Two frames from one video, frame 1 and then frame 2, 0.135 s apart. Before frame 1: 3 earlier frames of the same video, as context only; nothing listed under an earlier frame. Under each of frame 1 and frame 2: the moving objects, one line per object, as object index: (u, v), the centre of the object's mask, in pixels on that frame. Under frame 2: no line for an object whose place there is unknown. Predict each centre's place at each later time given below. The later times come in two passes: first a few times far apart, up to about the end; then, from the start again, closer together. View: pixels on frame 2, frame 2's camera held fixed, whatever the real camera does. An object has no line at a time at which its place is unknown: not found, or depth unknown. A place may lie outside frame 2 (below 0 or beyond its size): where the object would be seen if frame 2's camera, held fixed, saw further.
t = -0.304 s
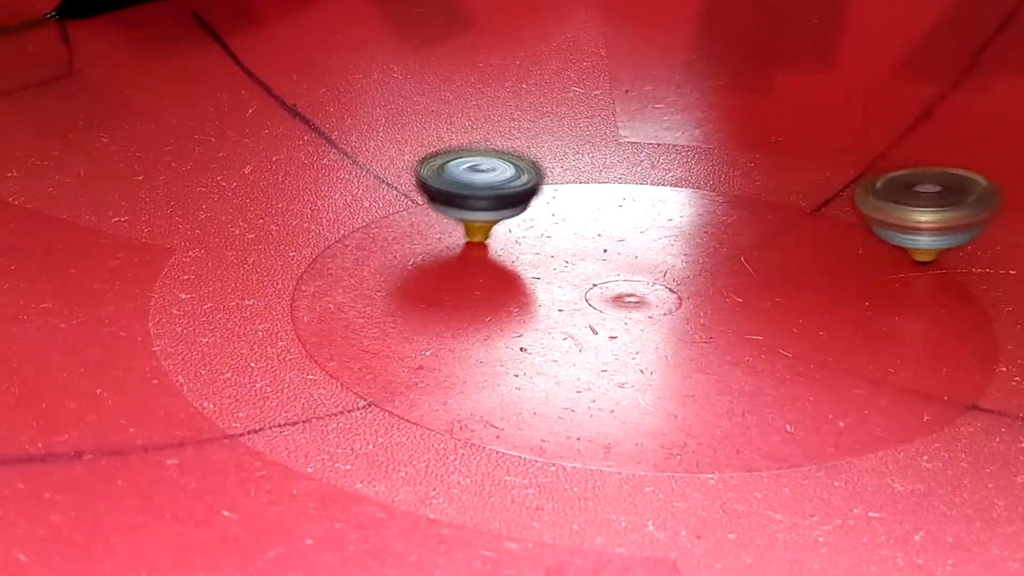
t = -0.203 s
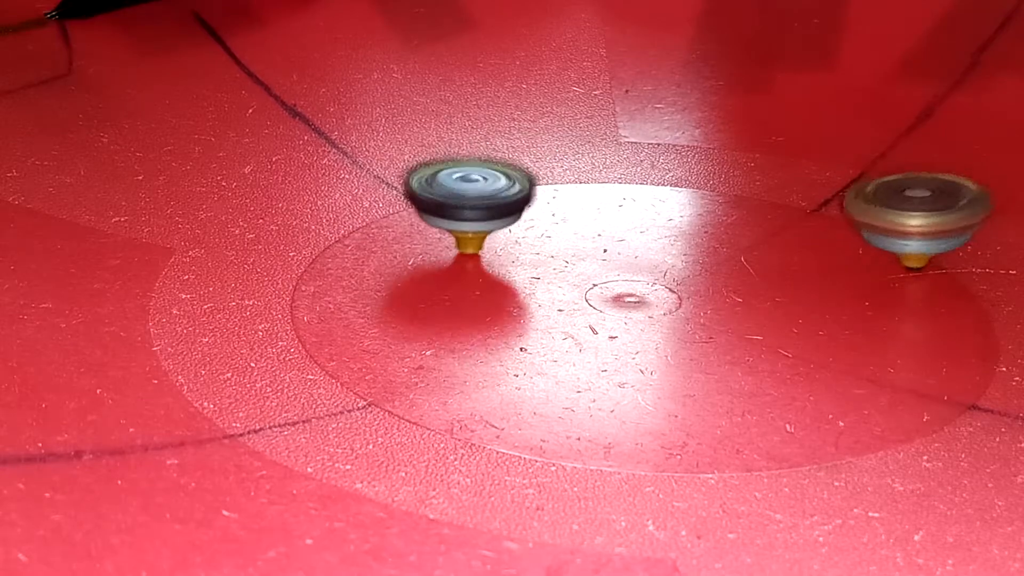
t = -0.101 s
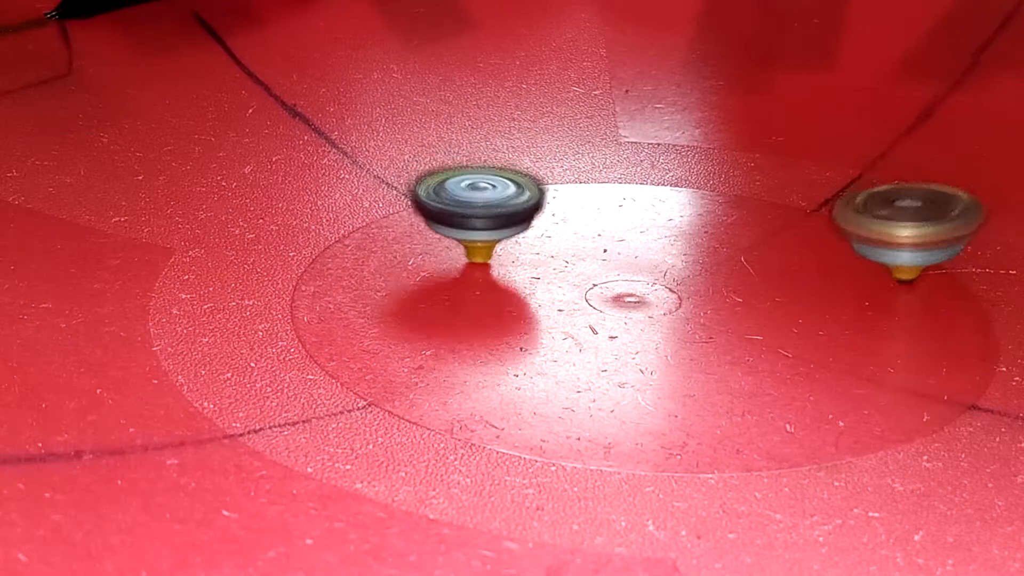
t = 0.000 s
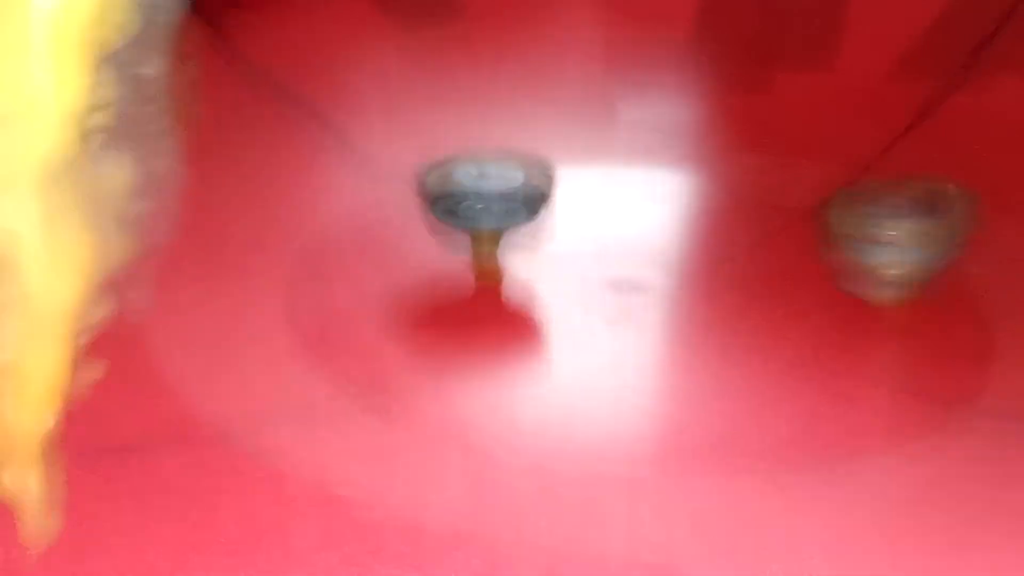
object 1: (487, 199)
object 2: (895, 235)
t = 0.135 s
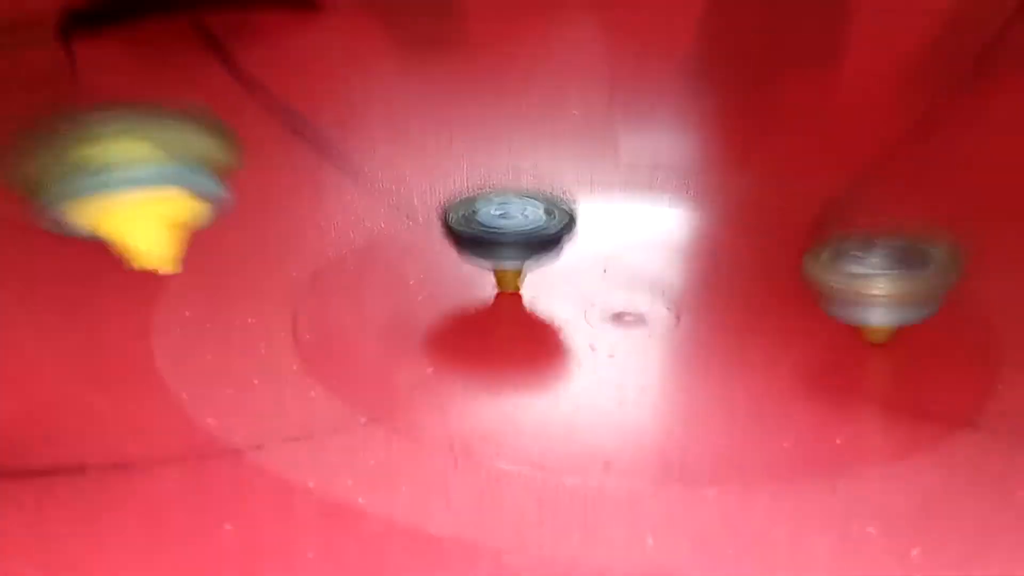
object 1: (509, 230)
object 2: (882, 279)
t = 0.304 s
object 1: (529, 231)
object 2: (862, 303)
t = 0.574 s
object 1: (556, 243)
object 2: (802, 351)
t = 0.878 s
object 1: (574, 257)
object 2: (731, 374)
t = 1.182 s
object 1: (570, 263)
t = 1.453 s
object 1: (553, 274)
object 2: (542, 505)
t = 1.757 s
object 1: (541, 284)
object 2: (734, 252)
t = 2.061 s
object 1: (547, 286)
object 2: (487, 107)
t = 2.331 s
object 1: (570, 275)
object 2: (341, 53)
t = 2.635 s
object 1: (646, 274)
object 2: (338, 99)
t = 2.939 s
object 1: (767, 296)
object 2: (453, 94)
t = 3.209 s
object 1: (850, 306)
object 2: (595, 143)
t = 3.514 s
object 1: (883, 300)
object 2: (814, 188)
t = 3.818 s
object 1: (805, 325)
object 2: (948, 223)
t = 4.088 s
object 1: (665, 357)
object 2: (958, 229)
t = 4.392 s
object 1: (538, 334)
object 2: (873, 267)
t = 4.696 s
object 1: (450, 278)
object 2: (720, 288)
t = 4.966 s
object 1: (391, 227)
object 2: (579, 283)
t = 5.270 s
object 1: (209, 184)
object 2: (561, 290)
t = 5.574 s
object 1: (287, 190)
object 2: (524, 270)
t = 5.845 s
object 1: (461, 184)
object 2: (522, 262)
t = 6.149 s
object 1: (417, 99)
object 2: (598, 336)
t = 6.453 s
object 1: (504, 138)
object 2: (620, 365)
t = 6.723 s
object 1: (660, 186)
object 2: (599, 354)
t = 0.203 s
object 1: (514, 223)
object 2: (876, 281)
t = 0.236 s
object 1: (520, 227)
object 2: (872, 290)
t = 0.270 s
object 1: (525, 228)
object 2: (868, 295)
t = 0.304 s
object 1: (529, 231)
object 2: (862, 303)
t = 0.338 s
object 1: (532, 232)
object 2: (856, 309)
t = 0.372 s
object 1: (535, 232)
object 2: (849, 314)
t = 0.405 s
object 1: (539, 236)
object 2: (841, 322)
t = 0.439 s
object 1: (543, 237)
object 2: (833, 328)
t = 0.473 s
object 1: (546, 238)
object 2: (826, 334)
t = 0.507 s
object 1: (548, 239)
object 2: (817, 340)
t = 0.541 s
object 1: (552, 241)
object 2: (810, 346)
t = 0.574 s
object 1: (556, 243)
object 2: (802, 351)
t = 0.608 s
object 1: (559, 245)
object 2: (795, 356)
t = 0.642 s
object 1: (561, 248)
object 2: (786, 360)
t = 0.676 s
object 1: (564, 249)
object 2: (778, 363)
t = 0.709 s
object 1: (567, 250)
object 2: (770, 366)
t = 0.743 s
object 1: (568, 252)
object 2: (764, 369)
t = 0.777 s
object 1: (571, 253)
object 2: (756, 371)
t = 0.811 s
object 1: (572, 254)
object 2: (749, 372)
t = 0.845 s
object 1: (573, 255)
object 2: (741, 374)
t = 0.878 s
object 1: (574, 257)
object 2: (731, 374)
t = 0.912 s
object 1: (575, 258)
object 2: (722, 375)
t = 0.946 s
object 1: (576, 259)
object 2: (711, 375)
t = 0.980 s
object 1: (576, 259)
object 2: (699, 374)
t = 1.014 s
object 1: (575, 260)
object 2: (479, 424)
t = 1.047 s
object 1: (575, 260)
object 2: (173, 452)
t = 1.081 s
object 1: (574, 261)
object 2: (49, 411)
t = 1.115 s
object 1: (573, 262)
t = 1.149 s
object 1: (571, 264)
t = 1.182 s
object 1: (570, 263)
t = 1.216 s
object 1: (567, 265)
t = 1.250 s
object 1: (565, 270)
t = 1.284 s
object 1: (562, 269)
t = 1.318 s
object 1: (560, 269)
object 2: (39, 510)
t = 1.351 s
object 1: (558, 271)
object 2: (135, 516)
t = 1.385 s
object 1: (557, 273)
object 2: (227, 519)
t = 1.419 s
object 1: (554, 273)
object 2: (397, 519)
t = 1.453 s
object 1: (553, 274)
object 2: (542, 505)
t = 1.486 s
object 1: (552, 275)
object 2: (647, 483)
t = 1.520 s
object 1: (550, 276)
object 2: (721, 449)
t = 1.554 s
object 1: (548, 277)
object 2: (770, 414)
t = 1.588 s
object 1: (547, 279)
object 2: (798, 377)
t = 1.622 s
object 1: (546, 280)
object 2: (808, 346)
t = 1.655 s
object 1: (544, 281)
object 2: (803, 305)
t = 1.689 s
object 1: (543, 281)
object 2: (790, 292)
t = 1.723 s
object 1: (543, 282)
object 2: (761, 267)
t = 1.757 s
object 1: (541, 284)
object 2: (734, 252)
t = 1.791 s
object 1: (541, 284)
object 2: (704, 235)
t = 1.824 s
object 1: (540, 285)
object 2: (672, 214)
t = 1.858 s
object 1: (541, 286)
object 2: (637, 197)
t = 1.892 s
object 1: (542, 286)
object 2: (608, 179)
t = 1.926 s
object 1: (541, 286)
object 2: (583, 164)
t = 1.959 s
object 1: (542, 286)
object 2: (556, 150)
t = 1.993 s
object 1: (541, 287)
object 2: (535, 133)
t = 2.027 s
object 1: (543, 291)
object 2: (507, 127)
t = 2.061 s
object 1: (547, 286)
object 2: (487, 107)
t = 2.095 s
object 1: (549, 287)
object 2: (466, 93)
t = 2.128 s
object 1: (552, 284)
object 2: (441, 78)
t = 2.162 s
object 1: (554, 284)
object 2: (421, 69)
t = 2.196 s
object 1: (557, 283)
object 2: (402, 62)
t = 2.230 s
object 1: (561, 281)
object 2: (383, 56)
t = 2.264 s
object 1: (563, 279)
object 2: (367, 53)
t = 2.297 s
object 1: (567, 277)
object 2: (353, 52)
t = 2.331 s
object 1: (570, 275)
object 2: (341, 53)
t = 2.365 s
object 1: (572, 273)
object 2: (332, 54)
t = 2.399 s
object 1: (575, 270)
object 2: (324, 57)
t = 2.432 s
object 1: (576, 268)
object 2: (316, 63)
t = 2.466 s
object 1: (578, 265)
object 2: (310, 70)
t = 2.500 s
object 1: (580, 263)
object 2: (308, 80)
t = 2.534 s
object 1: (583, 260)
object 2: (311, 89)
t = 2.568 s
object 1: (603, 265)
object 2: (316, 102)
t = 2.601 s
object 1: (628, 271)
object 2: (324, 109)
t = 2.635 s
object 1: (646, 274)
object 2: (338, 99)
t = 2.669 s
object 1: (662, 278)
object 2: (355, 90)
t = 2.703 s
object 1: (676, 281)
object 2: (369, 83)
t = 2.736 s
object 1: (689, 283)
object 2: (382, 80)
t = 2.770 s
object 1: (702, 286)
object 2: (393, 79)
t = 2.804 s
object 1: (716, 288)
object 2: (405, 81)
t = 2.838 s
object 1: (729, 290)
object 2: (417, 83)
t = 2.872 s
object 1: (741, 292)
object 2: (429, 86)
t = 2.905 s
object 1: (754, 294)
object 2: (441, 89)
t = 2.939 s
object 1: (767, 296)
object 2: (453, 94)
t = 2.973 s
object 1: (780, 297)
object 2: (468, 99)
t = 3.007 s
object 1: (792, 299)
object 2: (482, 105)
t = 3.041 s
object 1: (805, 300)
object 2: (498, 111)
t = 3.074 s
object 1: (815, 301)
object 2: (515, 118)
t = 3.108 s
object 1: (825, 302)
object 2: (532, 125)
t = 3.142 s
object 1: (833, 304)
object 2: (552, 131)
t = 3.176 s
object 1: (842, 305)
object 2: (573, 137)
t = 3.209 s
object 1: (850, 306)
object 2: (595, 143)
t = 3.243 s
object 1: (858, 305)
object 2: (623, 148)
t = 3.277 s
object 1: (863, 305)
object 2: (654, 152)
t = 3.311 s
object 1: (868, 305)
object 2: (684, 157)
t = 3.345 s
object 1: (872, 304)
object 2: (719, 163)
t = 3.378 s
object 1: (875, 303)
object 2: (750, 167)
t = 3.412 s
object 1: (878, 302)
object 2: (777, 171)
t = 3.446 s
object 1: (880, 302)
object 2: (790, 178)
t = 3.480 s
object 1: (882, 301)
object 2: (802, 182)
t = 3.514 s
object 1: (883, 300)
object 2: (814, 188)
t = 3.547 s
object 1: (883, 299)
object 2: (826, 194)
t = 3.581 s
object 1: (882, 298)
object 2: (839, 200)
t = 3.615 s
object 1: (880, 296)
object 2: (849, 205)
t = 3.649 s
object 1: (876, 294)
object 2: (861, 209)
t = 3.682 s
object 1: (871, 292)
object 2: (873, 214)
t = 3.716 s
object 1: (867, 290)
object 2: (887, 218)
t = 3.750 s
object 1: (849, 299)
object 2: (906, 223)
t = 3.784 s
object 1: (826, 313)
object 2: (929, 227)
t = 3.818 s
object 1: (805, 325)
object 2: (948, 223)
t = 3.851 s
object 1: (787, 334)
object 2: (960, 220)
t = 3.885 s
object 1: (768, 342)
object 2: (966, 219)
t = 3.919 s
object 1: (750, 347)
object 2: (968, 218)
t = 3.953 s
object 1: (733, 350)
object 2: (968, 219)
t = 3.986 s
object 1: (714, 352)
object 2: (967, 220)
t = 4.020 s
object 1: (697, 355)
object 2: (965, 223)
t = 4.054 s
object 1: (681, 357)
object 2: (962, 226)
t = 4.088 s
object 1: (665, 357)
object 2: (958, 229)
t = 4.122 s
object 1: (650, 357)
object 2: (952, 233)
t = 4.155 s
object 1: (635, 357)
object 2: (946, 238)
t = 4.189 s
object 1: (621, 357)
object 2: (938, 242)
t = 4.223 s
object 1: (606, 354)
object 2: (930, 246)
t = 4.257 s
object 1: (591, 351)
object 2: (921, 250)
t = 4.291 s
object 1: (577, 347)
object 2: (909, 254)
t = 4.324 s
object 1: (563, 344)
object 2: (898, 259)
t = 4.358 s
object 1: (551, 340)
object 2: (886, 263)
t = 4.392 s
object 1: (538, 334)
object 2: (873, 267)
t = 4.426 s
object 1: (524, 329)
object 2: (859, 270)
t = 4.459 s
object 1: (513, 324)
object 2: (844, 274)
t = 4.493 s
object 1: (504, 318)
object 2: (828, 277)
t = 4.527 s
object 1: (493, 312)
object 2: (813, 280)
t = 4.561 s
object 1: (478, 301)
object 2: (795, 282)
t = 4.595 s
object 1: (472, 296)
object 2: (776, 284)
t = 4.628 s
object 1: (465, 290)
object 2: (759, 286)
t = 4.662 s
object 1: (459, 284)
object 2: (739, 287)
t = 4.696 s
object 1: (450, 278)
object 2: (720, 288)
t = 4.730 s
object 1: (442, 274)
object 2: (699, 288)
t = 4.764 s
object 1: (438, 269)
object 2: (678, 287)
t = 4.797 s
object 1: (436, 264)
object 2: (658, 286)
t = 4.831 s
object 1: (433, 259)
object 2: (636, 285)
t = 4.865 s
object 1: (433, 255)
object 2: (614, 282)
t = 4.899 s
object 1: (432, 251)
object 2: (594, 280)
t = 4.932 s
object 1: (431, 245)
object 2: (577, 279)
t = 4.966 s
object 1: (391, 227)
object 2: (579, 283)
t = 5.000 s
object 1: (344, 223)
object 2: (590, 289)
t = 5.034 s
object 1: (303, 214)
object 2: (595, 293)
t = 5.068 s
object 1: (274, 207)
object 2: (592, 294)
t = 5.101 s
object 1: (252, 199)
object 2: (588, 295)
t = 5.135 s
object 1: (236, 195)
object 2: (583, 294)
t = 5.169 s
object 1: (223, 191)
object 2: (577, 293)
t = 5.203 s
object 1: (215, 188)
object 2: (572, 292)
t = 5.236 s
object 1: (211, 186)
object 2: (567, 291)
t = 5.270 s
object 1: (209, 184)
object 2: (561, 290)
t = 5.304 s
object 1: (209, 183)
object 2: (556, 288)
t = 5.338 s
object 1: (210, 182)
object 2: (550, 286)
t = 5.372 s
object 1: (213, 181)
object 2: (545, 284)
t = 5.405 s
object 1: (219, 182)
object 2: (540, 281)
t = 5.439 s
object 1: (226, 183)
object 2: (537, 279)
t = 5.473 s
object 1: (238, 185)
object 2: (533, 277)
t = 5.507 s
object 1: (253, 187)
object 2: (530, 275)
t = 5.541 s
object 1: (269, 188)
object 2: (528, 272)
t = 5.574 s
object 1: (287, 190)
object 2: (524, 270)
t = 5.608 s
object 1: (306, 191)
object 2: (521, 267)
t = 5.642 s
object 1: (326, 192)
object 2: (519, 263)
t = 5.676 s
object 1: (348, 195)
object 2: (517, 262)
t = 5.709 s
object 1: (370, 198)
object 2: (515, 259)
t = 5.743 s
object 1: (394, 197)
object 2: (515, 254)
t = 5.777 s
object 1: (413, 195)
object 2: (514, 252)
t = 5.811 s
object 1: (433, 192)
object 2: (514, 250)
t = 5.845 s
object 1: (461, 184)
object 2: (522, 262)
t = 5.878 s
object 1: (478, 176)
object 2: (534, 273)
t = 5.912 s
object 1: (459, 158)
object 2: (542, 285)
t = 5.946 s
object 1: (438, 139)
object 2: (552, 294)
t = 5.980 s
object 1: (425, 124)
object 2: (561, 302)
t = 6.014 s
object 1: (417, 112)
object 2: (569, 308)
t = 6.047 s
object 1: (413, 105)
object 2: (577, 315)
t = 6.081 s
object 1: (412, 102)
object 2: (585, 322)
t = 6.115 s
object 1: (413, 99)
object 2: (592, 329)
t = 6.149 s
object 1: (417, 99)
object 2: (598, 336)
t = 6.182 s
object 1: (422, 100)
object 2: (603, 342)
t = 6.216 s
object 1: (428, 102)
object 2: (609, 349)
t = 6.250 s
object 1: (435, 105)
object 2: (613, 353)
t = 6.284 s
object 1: (443, 109)
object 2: (617, 358)
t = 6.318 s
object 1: (453, 114)
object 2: (620, 362)
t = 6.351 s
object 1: (465, 119)
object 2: (619, 362)
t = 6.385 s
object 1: (477, 125)
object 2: (620, 362)
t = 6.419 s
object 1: (490, 132)
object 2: (620, 364)
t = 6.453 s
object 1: (504, 138)
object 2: (620, 365)
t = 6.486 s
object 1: (520, 145)
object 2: (617, 366)
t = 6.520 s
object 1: (537, 151)
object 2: (616, 366)
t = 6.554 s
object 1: (556, 158)
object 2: (615, 366)
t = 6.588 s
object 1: (575, 163)
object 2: (613, 365)
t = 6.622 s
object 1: (596, 169)
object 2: (610, 363)
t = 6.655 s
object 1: (617, 175)
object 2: (606, 361)
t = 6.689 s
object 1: (639, 181)
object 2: (603, 358)
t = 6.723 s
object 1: (660, 186)
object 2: (599, 354)
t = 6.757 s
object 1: (681, 194)
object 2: (595, 350)
